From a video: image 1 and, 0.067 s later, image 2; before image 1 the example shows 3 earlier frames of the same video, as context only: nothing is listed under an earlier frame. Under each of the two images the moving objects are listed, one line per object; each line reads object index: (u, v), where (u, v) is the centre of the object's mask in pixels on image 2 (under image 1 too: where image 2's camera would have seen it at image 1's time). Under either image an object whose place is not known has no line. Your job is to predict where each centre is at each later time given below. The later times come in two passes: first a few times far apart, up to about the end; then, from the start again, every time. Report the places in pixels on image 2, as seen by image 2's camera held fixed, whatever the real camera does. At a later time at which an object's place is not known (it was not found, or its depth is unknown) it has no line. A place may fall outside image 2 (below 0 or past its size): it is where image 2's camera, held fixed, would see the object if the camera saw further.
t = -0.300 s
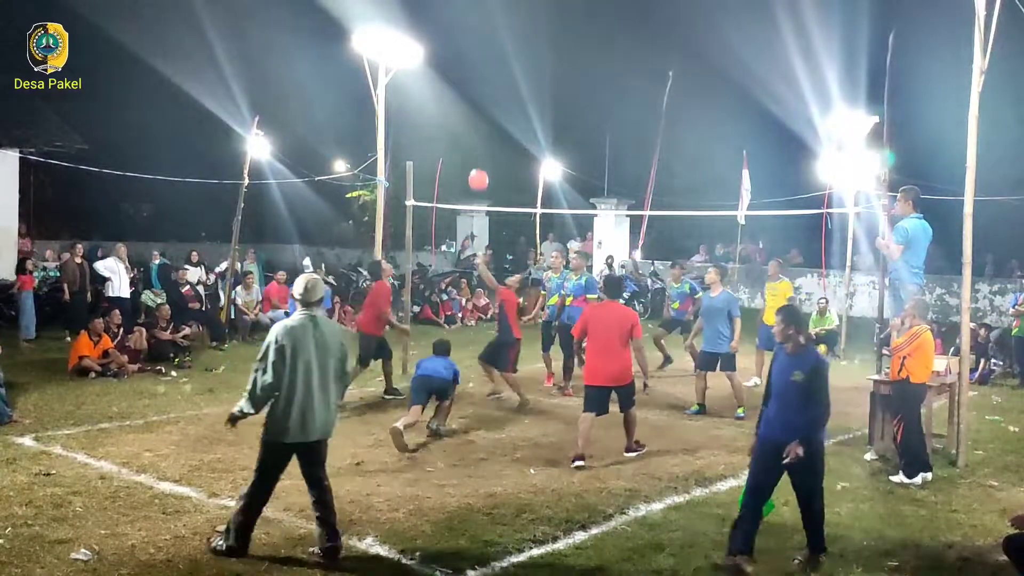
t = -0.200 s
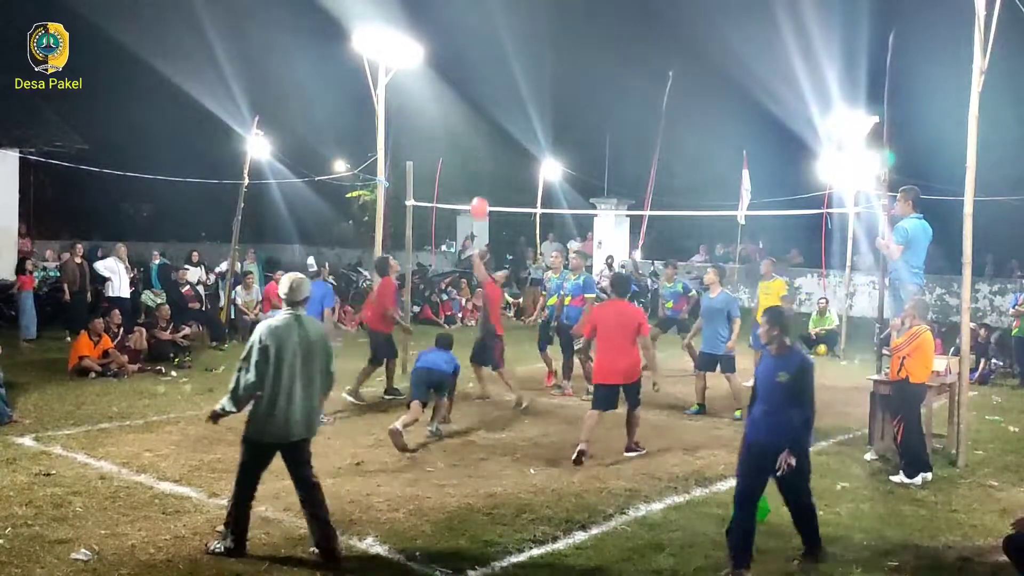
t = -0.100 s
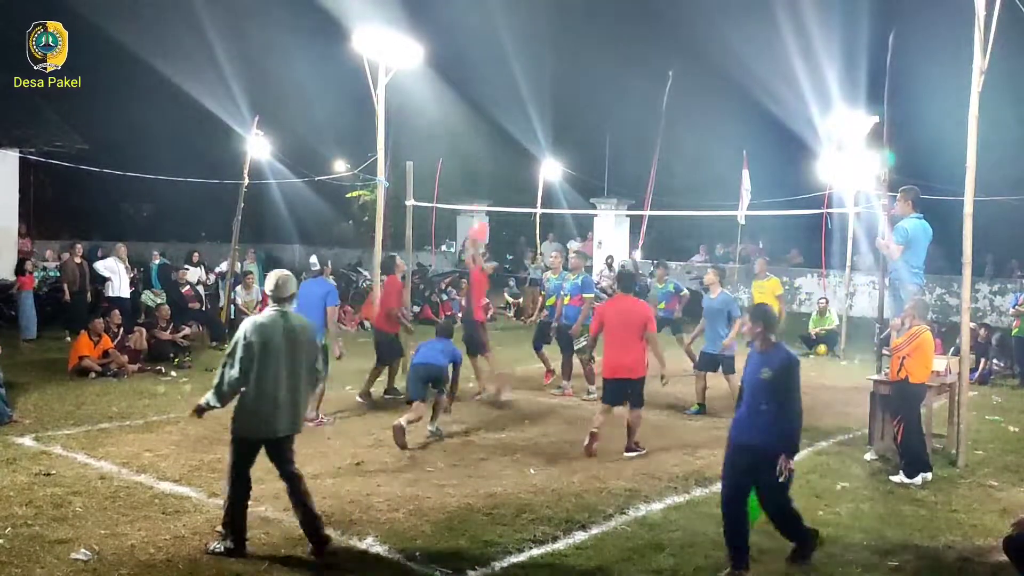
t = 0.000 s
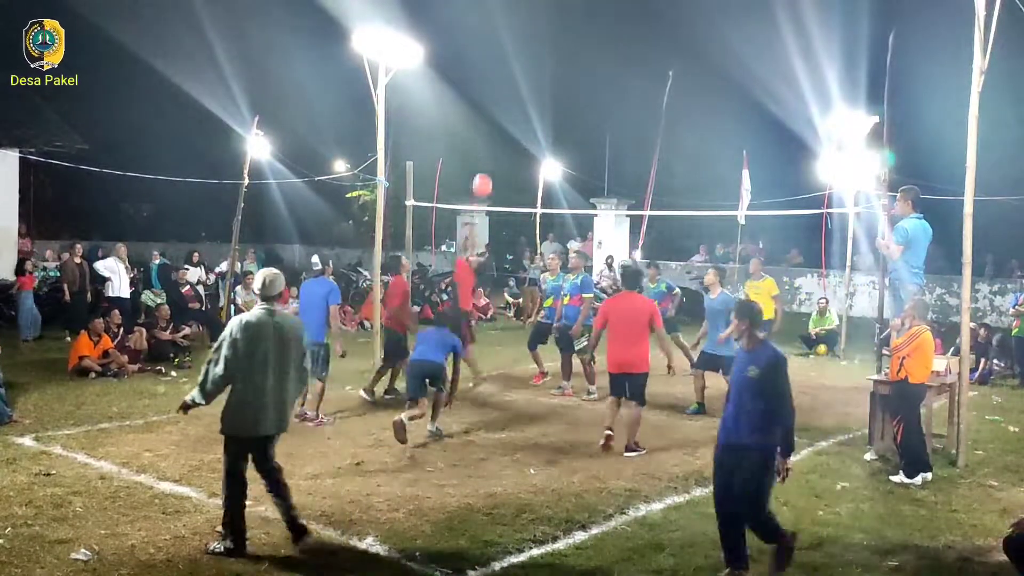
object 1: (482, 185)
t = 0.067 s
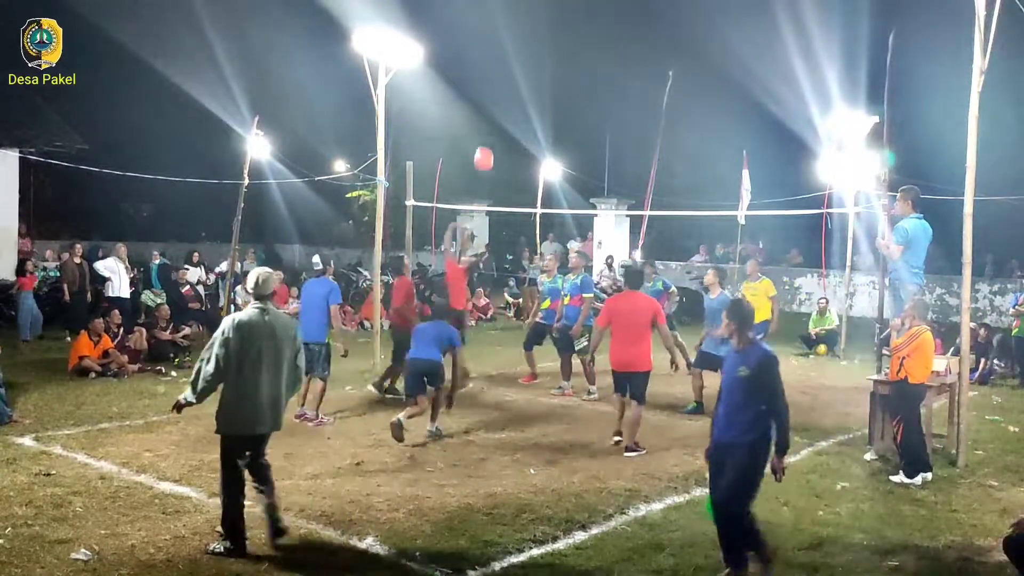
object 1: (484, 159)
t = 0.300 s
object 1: (487, 95)
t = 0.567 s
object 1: (488, 79)
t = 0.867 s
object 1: (486, 134)
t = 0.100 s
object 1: (484, 148)
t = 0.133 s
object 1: (485, 136)
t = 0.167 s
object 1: (485, 127)
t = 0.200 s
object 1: (485, 117)
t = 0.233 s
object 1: (486, 109)
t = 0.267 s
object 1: (486, 101)
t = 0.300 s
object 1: (487, 95)
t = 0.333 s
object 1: (487, 90)
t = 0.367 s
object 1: (487, 86)
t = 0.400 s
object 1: (488, 82)
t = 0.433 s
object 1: (488, 79)
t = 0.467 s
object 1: (488, 78)
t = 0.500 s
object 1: (488, 78)
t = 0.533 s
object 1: (488, 78)
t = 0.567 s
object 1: (488, 79)
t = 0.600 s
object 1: (488, 82)
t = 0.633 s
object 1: (488, 85)
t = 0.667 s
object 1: (488, 89)
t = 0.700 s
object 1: (488, 94)
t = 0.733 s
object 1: (488, 100)
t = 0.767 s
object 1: (487, 107)
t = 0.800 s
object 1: (487, 115)
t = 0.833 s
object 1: (487, 124)
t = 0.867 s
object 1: (486, 134)
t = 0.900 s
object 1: (486, 145)
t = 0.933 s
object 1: (486, 156)
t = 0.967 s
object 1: (485, 168)
